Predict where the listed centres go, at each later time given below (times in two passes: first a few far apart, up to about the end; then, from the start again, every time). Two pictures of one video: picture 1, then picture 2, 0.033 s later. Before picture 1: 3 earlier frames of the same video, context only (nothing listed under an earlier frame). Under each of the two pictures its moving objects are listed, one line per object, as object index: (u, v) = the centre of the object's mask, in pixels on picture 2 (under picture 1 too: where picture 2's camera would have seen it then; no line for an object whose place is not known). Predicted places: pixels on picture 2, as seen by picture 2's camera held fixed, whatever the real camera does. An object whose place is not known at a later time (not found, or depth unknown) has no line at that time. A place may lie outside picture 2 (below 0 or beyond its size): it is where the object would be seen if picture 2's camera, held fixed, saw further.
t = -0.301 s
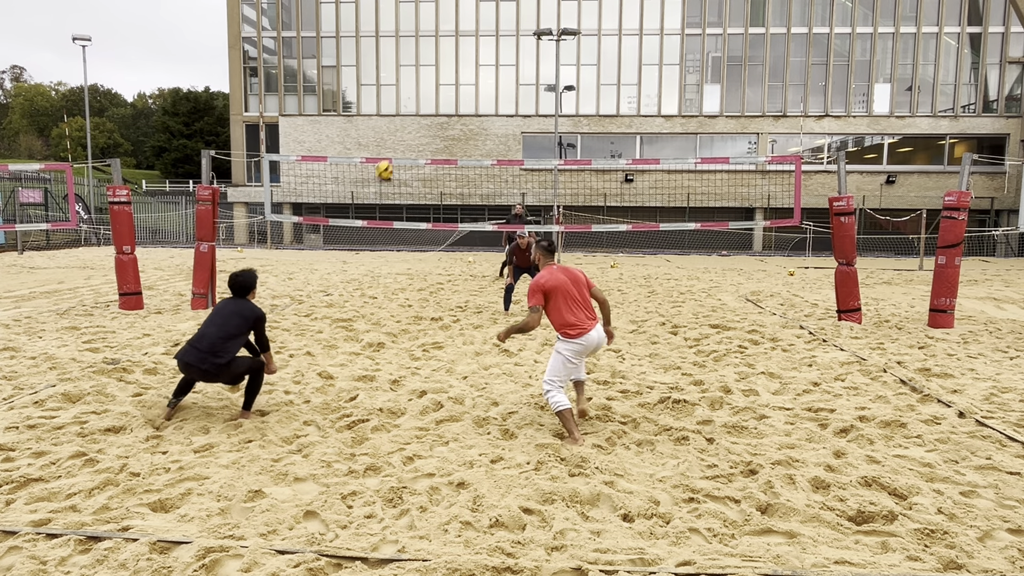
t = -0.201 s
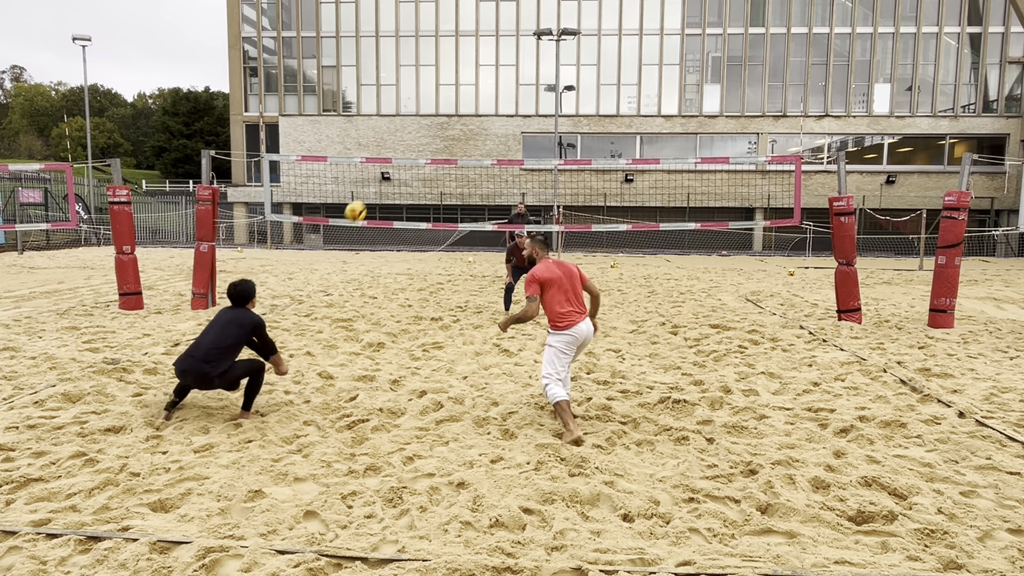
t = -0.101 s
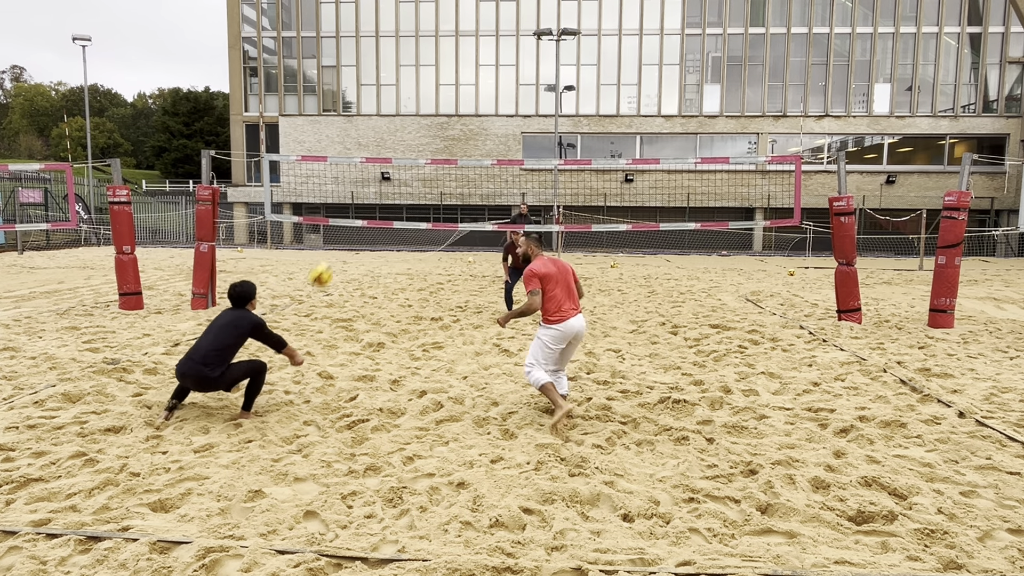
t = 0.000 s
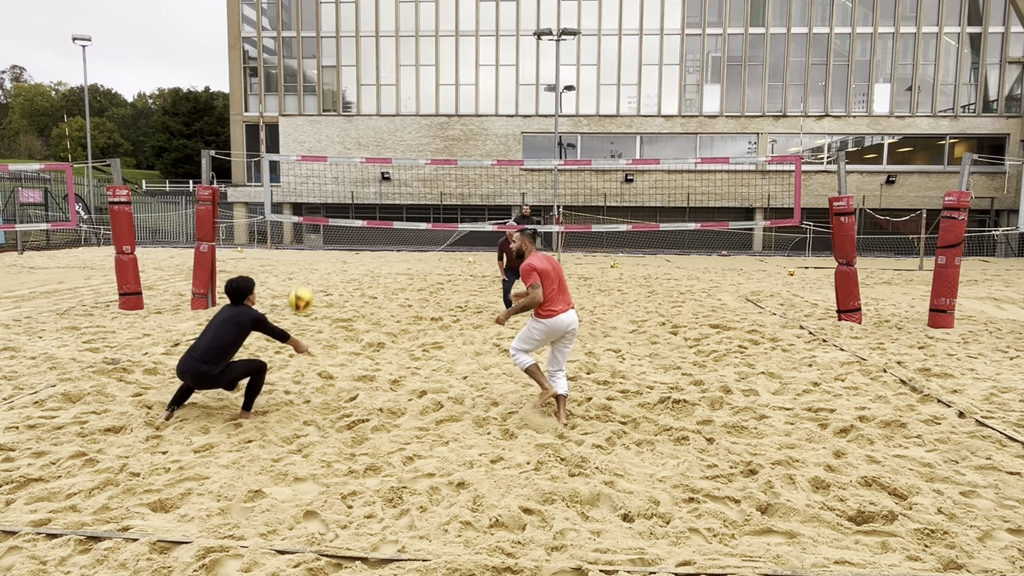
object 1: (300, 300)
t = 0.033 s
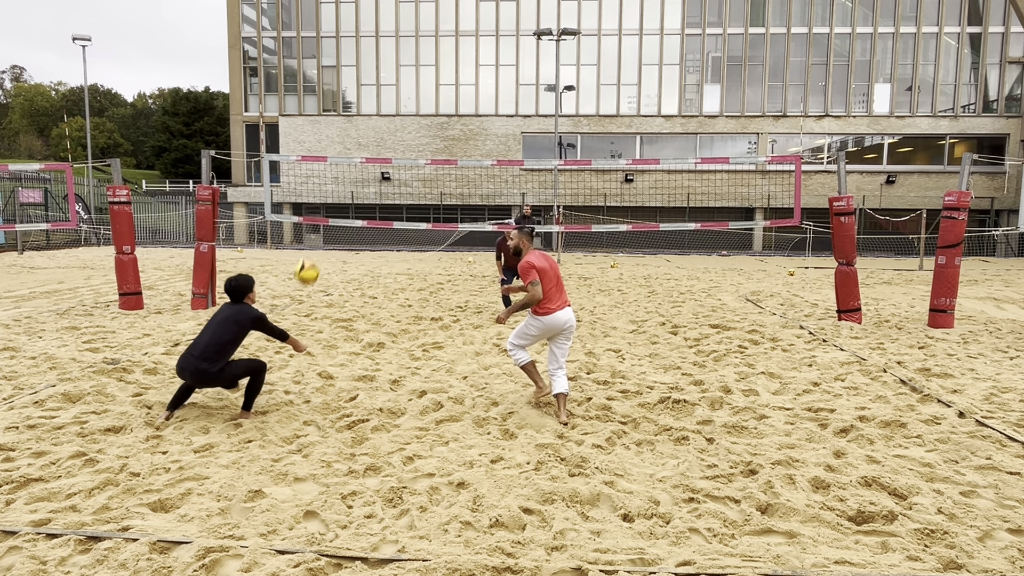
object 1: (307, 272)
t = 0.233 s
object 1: (344, 136)
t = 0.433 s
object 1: (376, 55)
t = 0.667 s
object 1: (409, 18)
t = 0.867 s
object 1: (433, 29)
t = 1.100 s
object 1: (458, 83)
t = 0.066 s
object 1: (313, 244)
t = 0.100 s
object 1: (320, 219)
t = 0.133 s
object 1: (327, 199)
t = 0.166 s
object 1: (333, 175)
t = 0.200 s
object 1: (339, 155)
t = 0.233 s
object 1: (344, 136)
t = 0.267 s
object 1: (350, 119)
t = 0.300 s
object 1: (355, 104)
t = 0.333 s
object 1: (361, 89)
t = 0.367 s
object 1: (366, 76)
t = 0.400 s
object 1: (372, 65)
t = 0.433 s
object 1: (376, 55)
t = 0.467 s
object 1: (381, 46)
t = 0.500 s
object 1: (386, 38)
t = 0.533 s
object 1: (391, 32)
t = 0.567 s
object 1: (396, 26)
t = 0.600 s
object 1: (400, 23)
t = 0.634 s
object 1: (404, 20)
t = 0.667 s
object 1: (409, 18)
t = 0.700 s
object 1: (413, 17)
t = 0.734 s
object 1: (417, 17)
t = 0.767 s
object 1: (421, 18)
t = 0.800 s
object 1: (425, 20)
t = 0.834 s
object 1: (429, 24)
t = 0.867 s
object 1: (433, 29)
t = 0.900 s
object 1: (437, 34)
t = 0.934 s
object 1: (441, 40)
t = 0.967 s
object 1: (445, 46)
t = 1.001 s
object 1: (448, 54)
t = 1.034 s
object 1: (452, 63)
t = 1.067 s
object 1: (455, 73)
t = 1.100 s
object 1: (458, 83)
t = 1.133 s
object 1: (462, 94)
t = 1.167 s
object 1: (465, 106)
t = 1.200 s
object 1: (468, 118)
